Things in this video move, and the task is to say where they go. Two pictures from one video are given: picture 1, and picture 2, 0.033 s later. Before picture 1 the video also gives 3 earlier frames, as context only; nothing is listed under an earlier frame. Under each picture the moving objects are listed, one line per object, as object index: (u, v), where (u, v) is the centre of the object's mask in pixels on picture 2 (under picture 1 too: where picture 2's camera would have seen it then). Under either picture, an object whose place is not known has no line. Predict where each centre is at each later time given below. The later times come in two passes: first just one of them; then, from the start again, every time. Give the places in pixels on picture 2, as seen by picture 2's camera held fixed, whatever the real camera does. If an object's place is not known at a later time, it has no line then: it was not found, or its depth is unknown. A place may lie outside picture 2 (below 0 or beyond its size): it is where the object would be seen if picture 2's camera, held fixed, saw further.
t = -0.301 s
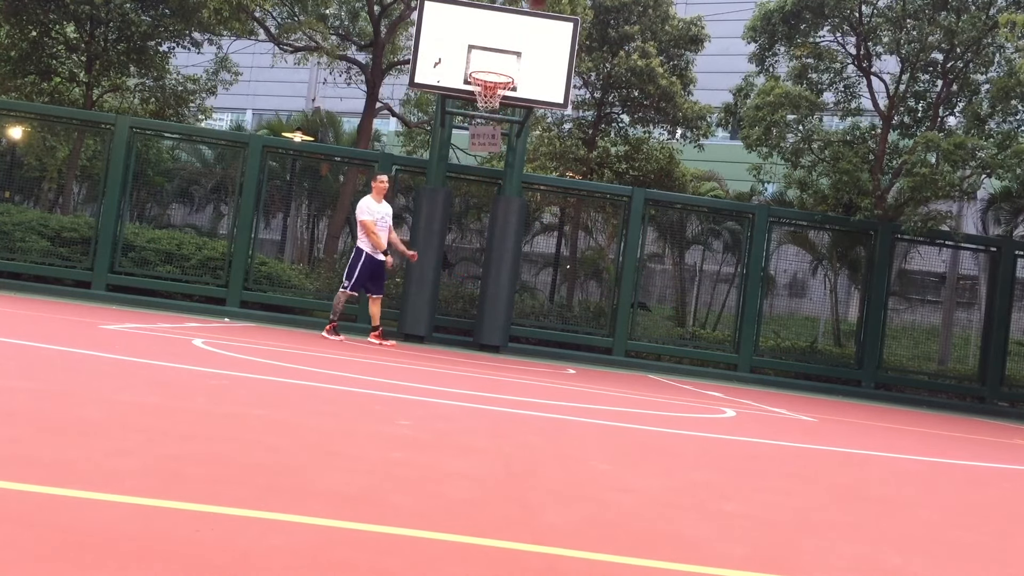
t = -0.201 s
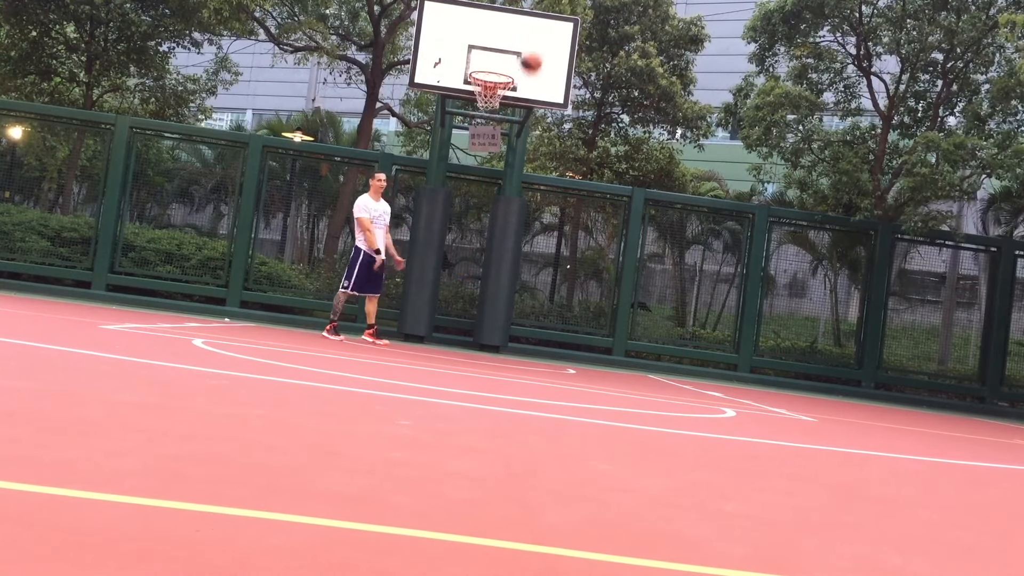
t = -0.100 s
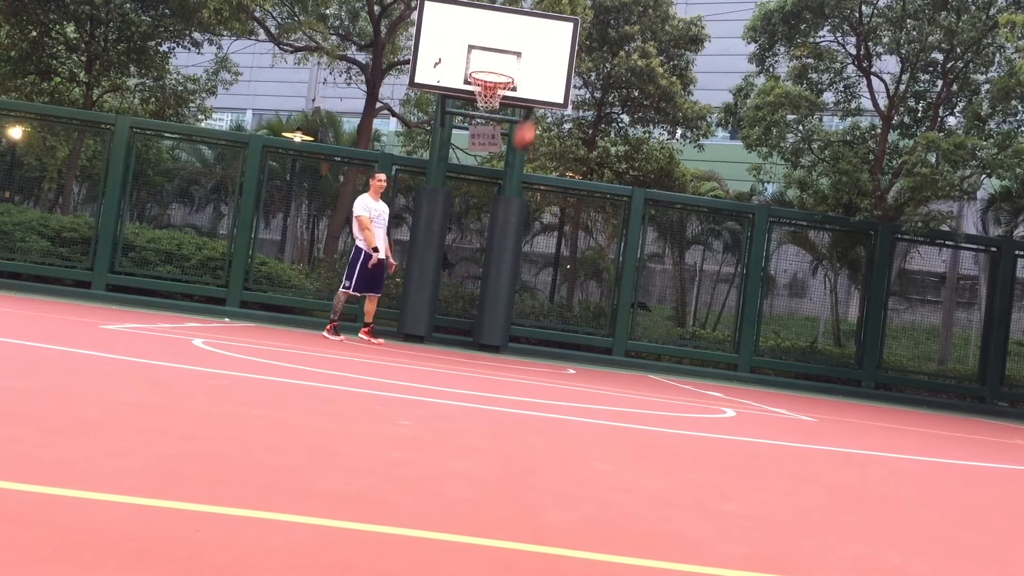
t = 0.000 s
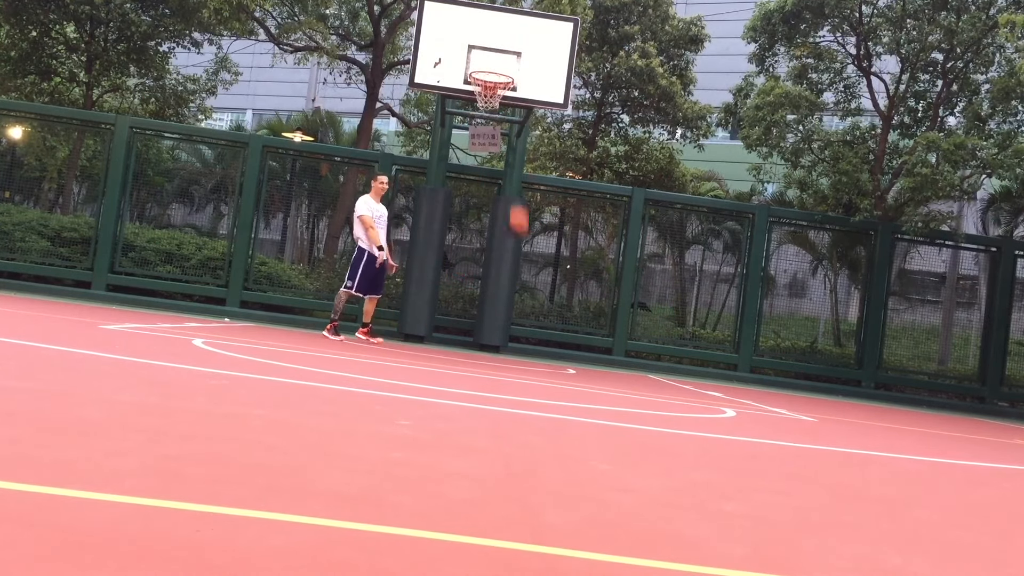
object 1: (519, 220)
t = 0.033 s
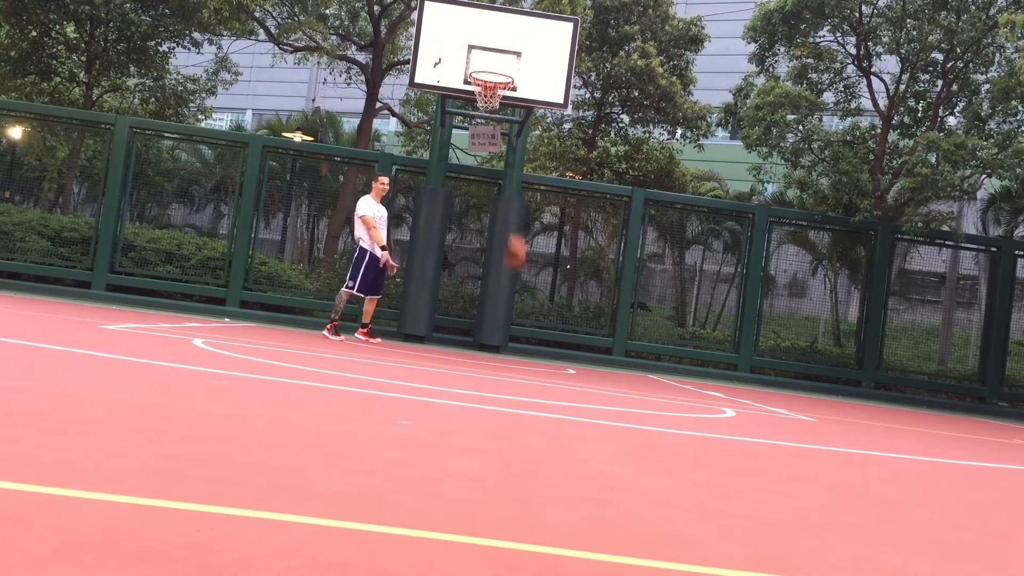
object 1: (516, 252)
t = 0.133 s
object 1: (505, 346)
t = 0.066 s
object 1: (512, 284)
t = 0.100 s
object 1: (509, 314)
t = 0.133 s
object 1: (505, 346)
